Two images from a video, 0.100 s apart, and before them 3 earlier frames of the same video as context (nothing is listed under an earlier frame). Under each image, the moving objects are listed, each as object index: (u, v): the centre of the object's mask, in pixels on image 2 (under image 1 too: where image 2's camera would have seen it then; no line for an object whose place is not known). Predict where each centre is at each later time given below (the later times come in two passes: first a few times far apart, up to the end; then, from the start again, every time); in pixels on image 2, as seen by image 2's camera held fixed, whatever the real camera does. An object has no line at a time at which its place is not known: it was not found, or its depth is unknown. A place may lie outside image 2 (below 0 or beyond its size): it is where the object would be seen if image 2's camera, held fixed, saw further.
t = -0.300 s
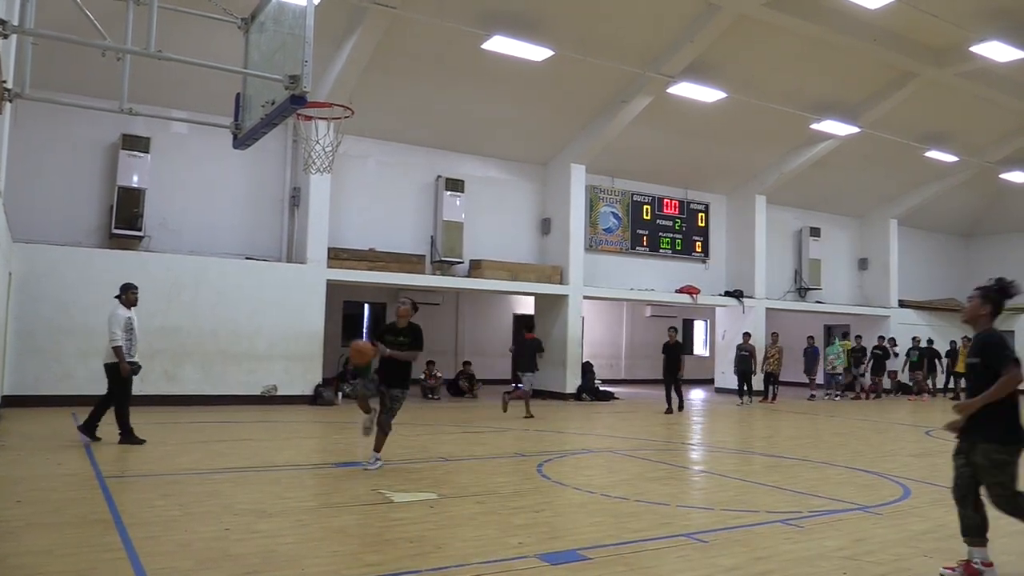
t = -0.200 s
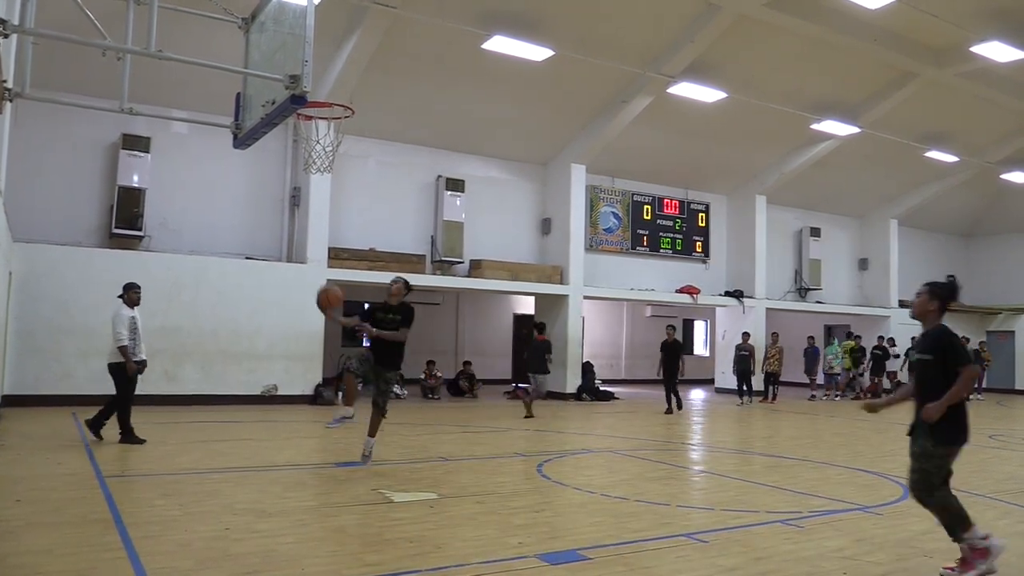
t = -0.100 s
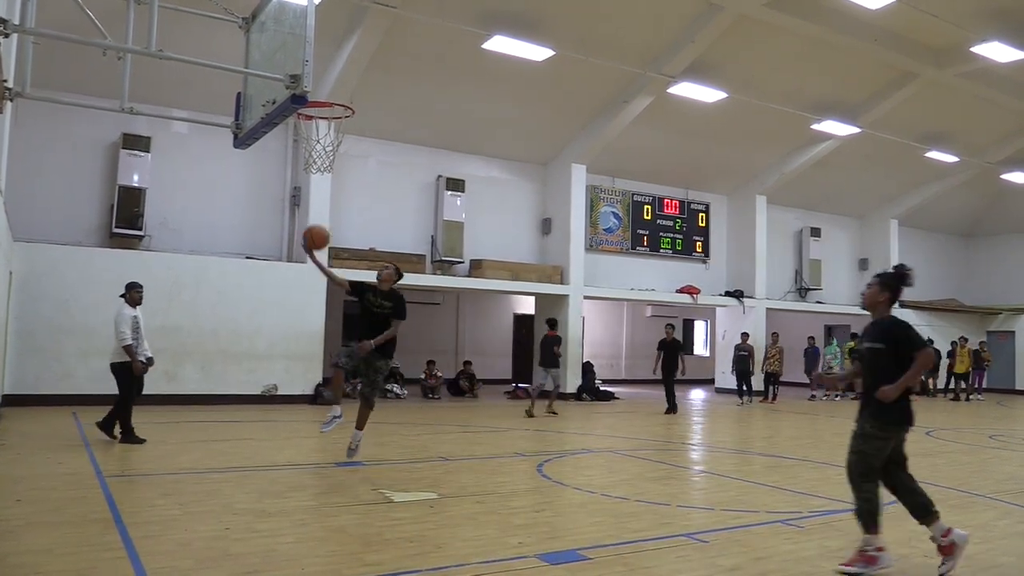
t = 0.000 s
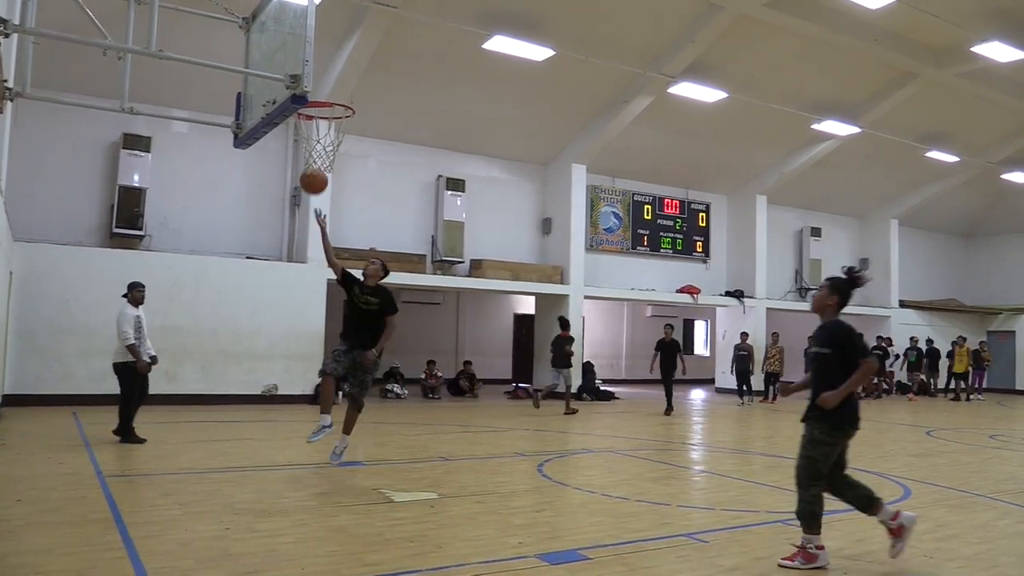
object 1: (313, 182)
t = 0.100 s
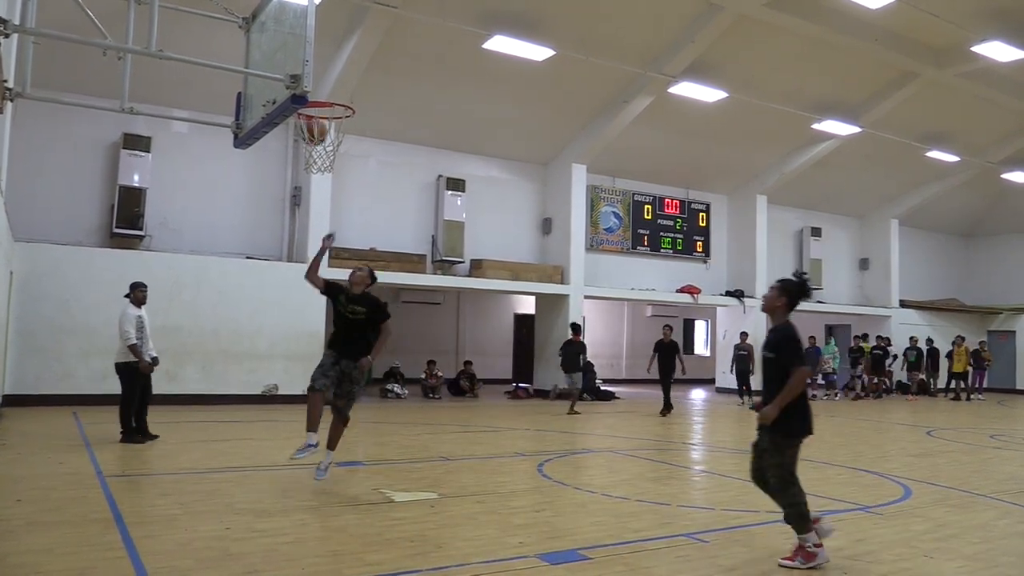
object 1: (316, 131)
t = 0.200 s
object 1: (318, 89)
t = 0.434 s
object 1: (306, 31)
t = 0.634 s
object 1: (349, 38)
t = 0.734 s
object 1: (368, 63)
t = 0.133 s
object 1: (315, 118)
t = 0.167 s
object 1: (315, 104)
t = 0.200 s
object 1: (318, 89)
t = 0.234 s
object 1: (318, 78)
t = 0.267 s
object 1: (318, 68)
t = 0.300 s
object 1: (318, 58)
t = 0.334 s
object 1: (305, 47)
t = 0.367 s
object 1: (305, 40)
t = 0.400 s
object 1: (304, 34)
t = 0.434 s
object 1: (306, 31)
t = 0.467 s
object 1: (322, 28)
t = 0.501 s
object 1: (326, 27)
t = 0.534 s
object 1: (329, 27)
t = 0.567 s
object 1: (336, 29)
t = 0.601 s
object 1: (342, 33)
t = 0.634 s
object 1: (349, 38)
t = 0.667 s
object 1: (355, 44)
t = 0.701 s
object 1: (362, 53)
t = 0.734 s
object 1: (368, 63)
